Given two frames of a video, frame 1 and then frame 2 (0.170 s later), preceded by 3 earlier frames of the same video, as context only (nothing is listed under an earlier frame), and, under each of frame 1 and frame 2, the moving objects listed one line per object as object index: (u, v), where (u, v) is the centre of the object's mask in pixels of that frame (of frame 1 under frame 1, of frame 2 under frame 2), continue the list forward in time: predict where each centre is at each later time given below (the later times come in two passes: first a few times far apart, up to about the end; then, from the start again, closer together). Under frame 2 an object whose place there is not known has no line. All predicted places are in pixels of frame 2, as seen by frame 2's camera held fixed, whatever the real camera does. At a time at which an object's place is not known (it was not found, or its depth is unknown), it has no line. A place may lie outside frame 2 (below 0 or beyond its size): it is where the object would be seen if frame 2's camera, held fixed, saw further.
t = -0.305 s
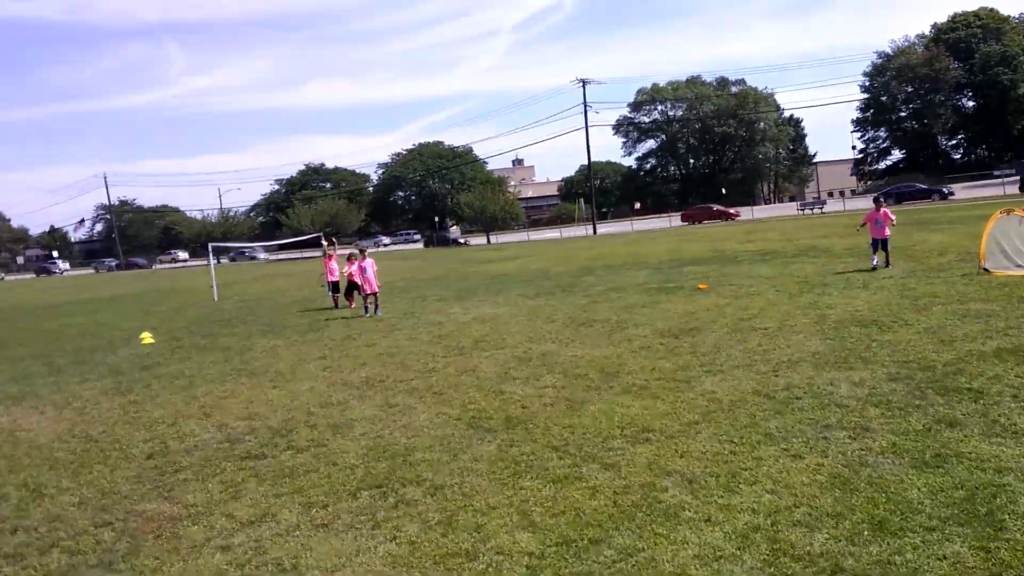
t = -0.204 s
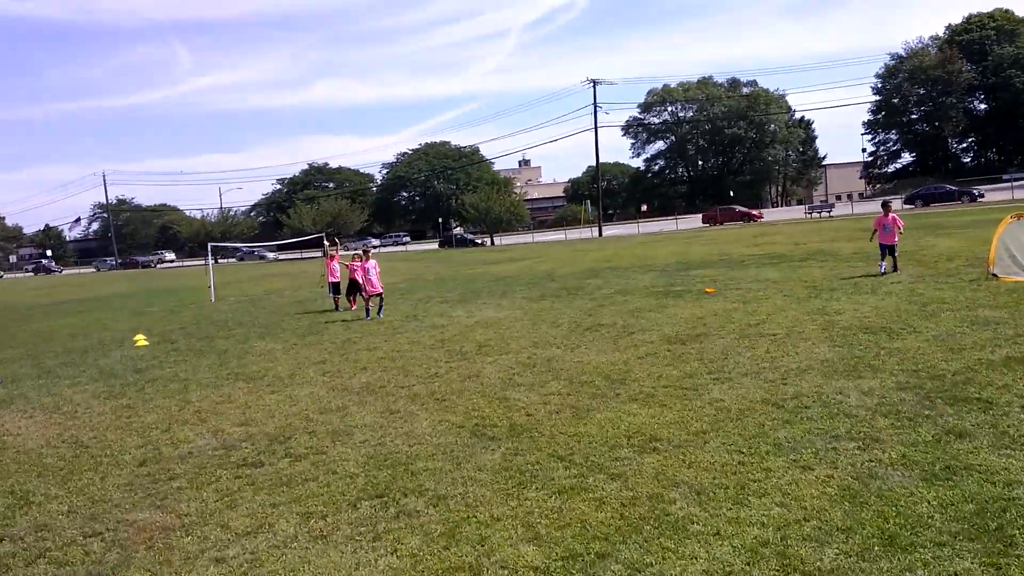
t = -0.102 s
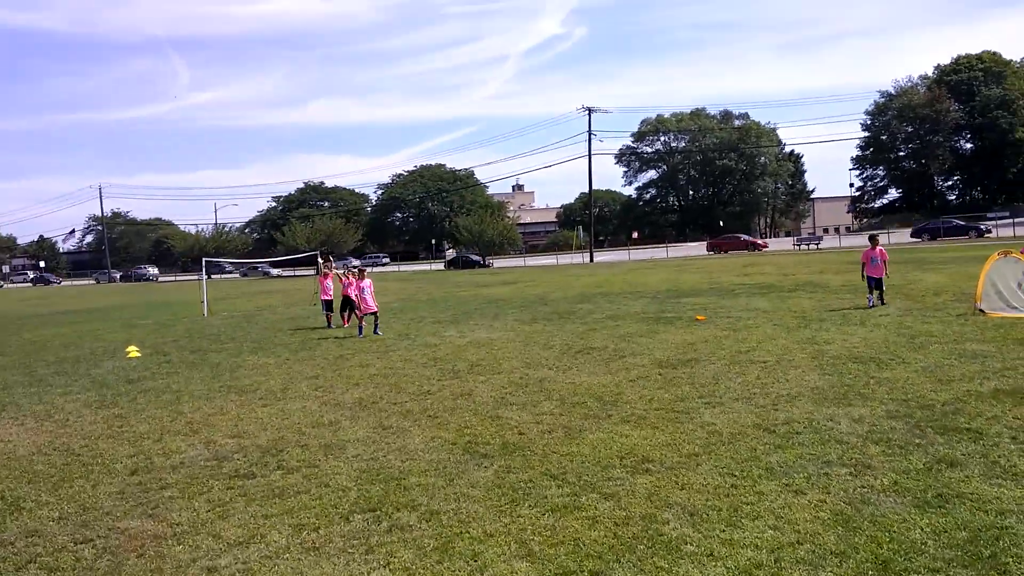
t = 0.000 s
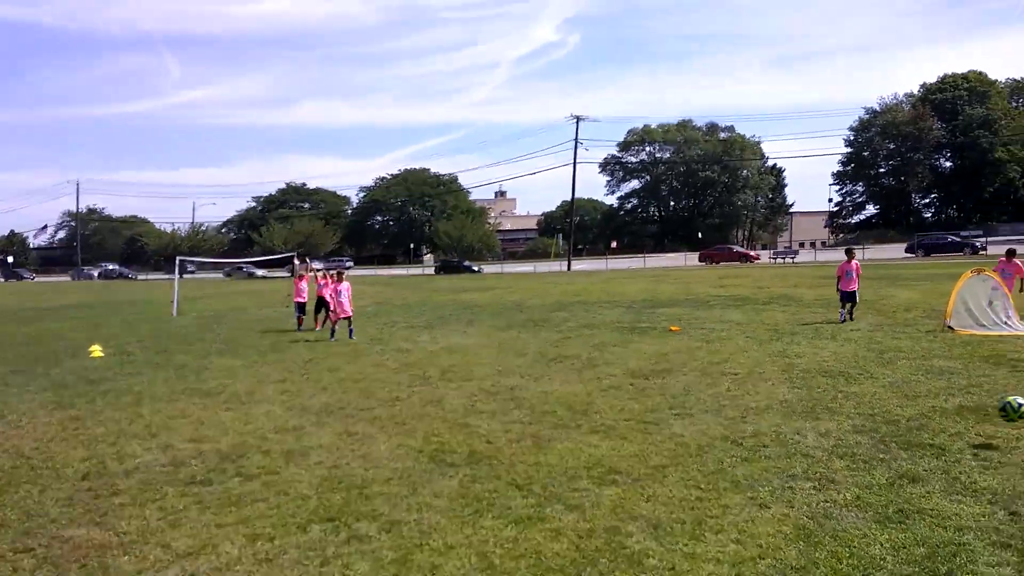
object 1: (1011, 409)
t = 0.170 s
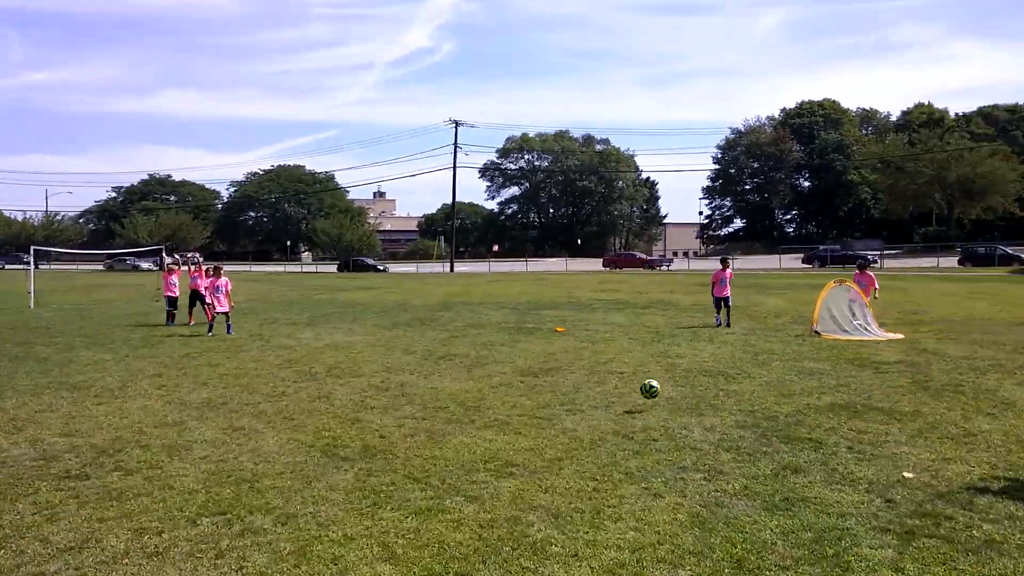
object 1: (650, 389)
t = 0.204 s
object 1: (616, 389)
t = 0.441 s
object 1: (435, 370)
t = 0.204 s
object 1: (616, 389)
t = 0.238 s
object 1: (580, 392)
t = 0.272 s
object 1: (549, 392)
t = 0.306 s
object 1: (523, 387)
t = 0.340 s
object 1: (500, 381)
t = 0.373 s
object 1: (478, 375)
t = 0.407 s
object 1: (456, 373)
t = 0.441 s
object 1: (435, 370)
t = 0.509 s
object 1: (397, 369)
